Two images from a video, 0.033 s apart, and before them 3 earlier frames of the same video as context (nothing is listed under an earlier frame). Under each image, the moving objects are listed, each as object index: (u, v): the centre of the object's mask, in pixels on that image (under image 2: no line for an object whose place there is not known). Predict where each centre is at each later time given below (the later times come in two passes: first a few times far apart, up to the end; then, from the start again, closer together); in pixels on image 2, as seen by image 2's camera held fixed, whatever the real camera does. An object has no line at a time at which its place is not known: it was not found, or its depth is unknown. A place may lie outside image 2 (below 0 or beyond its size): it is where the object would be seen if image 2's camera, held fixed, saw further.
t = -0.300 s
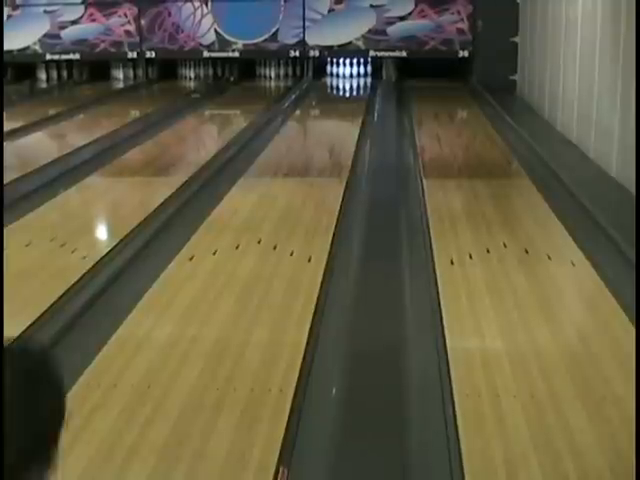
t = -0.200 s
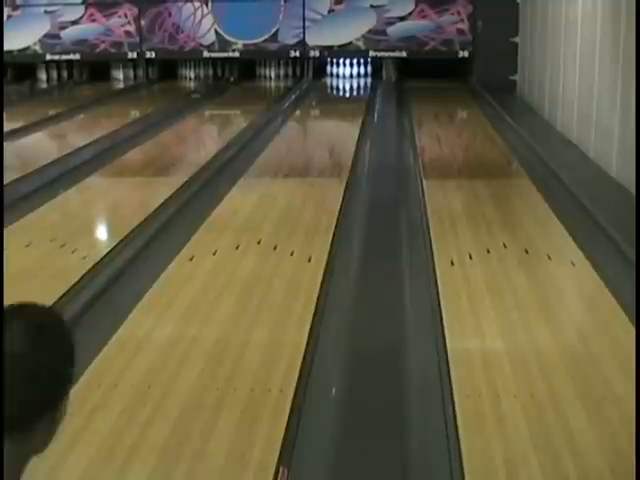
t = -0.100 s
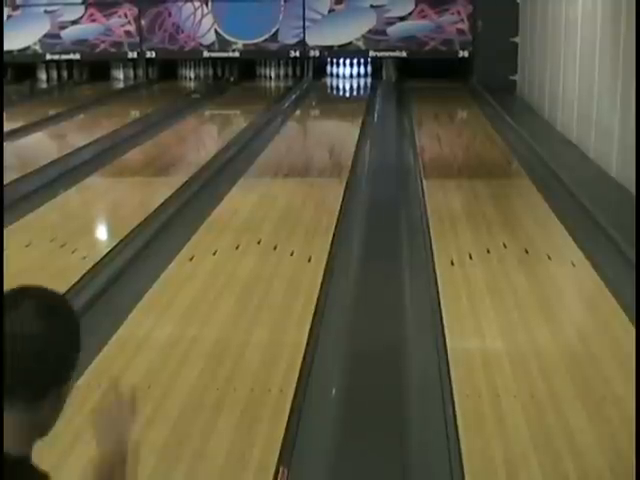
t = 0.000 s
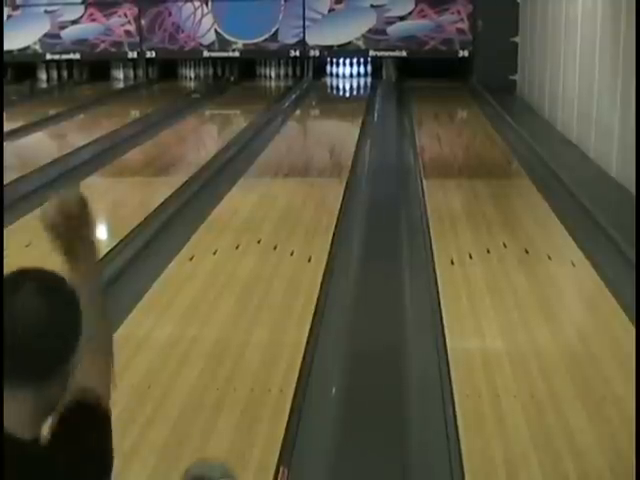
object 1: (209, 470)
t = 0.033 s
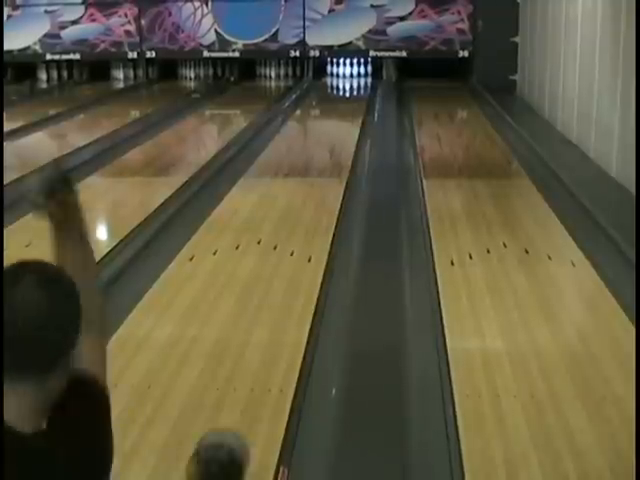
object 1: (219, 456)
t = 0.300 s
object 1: (289, 294)
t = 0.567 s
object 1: (320, 214)
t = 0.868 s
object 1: (339, 165)
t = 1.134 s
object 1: (349, 137)
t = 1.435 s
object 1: (356, 117)
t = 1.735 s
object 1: (359, 99)
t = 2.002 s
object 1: (360, 88)
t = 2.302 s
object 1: (357, 80)
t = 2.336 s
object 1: (356, 80)
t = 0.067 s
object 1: (233, 432)
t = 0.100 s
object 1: (243, 405)
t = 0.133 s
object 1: (253, 380)
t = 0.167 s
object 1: (262, 360)
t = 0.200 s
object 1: (270, 340)
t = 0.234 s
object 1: (277, 324)
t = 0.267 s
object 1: (283, 309)
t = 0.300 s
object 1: (289, 294)
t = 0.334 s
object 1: (294, 281)
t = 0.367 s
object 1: (299, 268)
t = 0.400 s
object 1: (303, 258)
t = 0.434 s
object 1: (307, 248)
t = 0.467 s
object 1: (311, 239)
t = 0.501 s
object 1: (314, 229)
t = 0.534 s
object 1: (317, 222)
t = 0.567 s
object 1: (320, 214)
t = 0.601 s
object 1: (323, 207)
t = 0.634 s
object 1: (326, 201)
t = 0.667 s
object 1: (328, 195)
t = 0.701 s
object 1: (330, 189)
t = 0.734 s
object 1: (332, 184)
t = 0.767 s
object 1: (334, 179)
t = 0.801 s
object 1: (336, 174)
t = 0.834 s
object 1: (338, 170)
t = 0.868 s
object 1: (339, 165)
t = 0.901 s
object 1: (340, 162)
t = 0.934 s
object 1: (342, 158)
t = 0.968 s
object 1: (343, 154)
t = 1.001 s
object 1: (344, 150)
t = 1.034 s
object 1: (345, 147)
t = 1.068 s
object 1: (347, 143)
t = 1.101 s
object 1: (348, 140)
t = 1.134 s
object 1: (349, 137)
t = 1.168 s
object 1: (350, 135)
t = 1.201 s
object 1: (351, 131)
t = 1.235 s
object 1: (351, 129)
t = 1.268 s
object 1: (352, 126)
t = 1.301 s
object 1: (352, 124)
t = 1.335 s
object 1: (354, 121)
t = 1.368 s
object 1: (355, 119)
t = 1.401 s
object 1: (355, 118)
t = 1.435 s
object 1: (356, 117)
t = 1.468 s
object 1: (356, 113)
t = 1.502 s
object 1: (356, 111)
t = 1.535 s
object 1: (357, 109)
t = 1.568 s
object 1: (357, 108)
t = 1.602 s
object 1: (358, 105)
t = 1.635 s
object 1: (359, 103)
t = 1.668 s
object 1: (359, 102)
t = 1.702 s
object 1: (359, 101)
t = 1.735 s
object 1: (359, 99)
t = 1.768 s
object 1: (360, 98)
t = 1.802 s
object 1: (359, 96)
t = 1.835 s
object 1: (360, 95)
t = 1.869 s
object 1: (359, 94)
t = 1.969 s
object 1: (359, 89)
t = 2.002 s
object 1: (360, 88)
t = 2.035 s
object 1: (361, 88)
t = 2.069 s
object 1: (360, 86)
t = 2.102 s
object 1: (360, 86)
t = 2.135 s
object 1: (360, 85)
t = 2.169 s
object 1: (361, 84)
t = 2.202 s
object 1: (359, 82)
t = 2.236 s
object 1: (358, 81)
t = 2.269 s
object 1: (359, 81)
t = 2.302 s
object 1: (357, 80)
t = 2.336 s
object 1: (356, 80)
